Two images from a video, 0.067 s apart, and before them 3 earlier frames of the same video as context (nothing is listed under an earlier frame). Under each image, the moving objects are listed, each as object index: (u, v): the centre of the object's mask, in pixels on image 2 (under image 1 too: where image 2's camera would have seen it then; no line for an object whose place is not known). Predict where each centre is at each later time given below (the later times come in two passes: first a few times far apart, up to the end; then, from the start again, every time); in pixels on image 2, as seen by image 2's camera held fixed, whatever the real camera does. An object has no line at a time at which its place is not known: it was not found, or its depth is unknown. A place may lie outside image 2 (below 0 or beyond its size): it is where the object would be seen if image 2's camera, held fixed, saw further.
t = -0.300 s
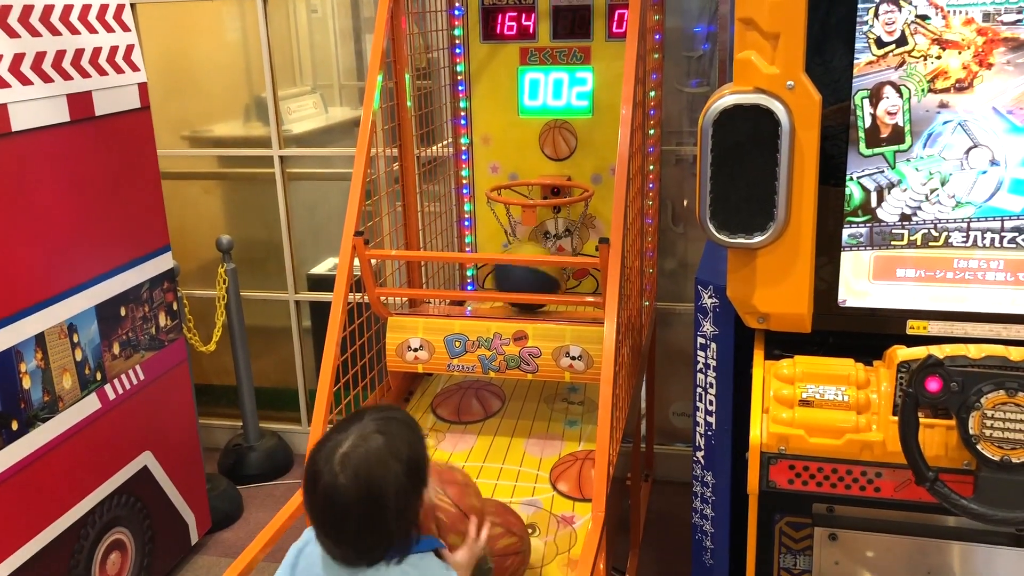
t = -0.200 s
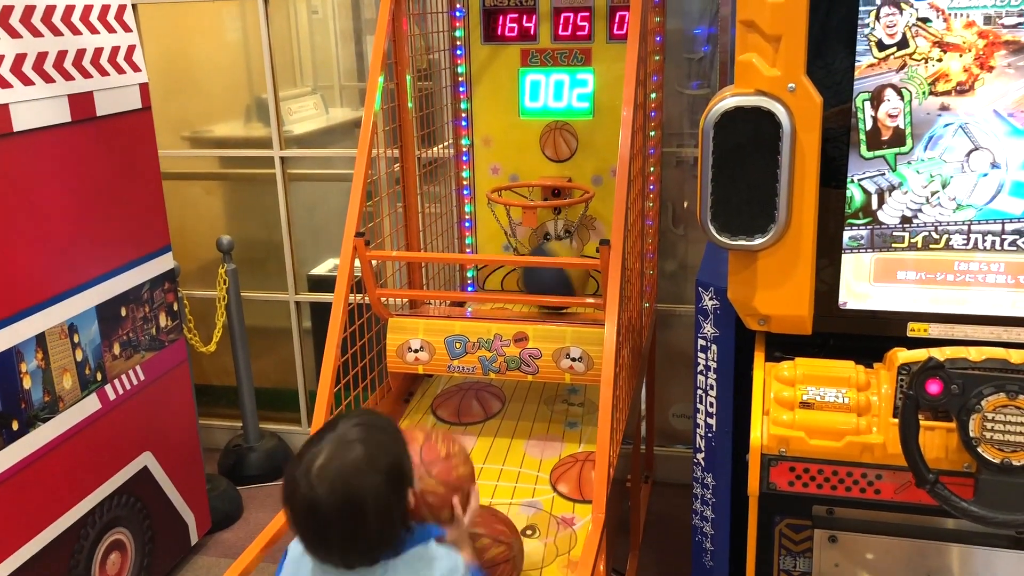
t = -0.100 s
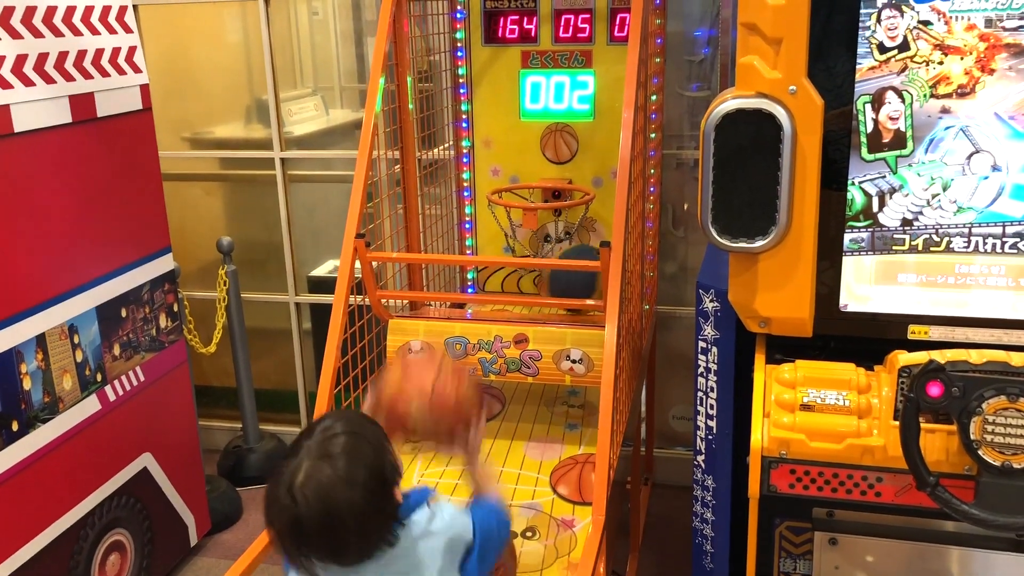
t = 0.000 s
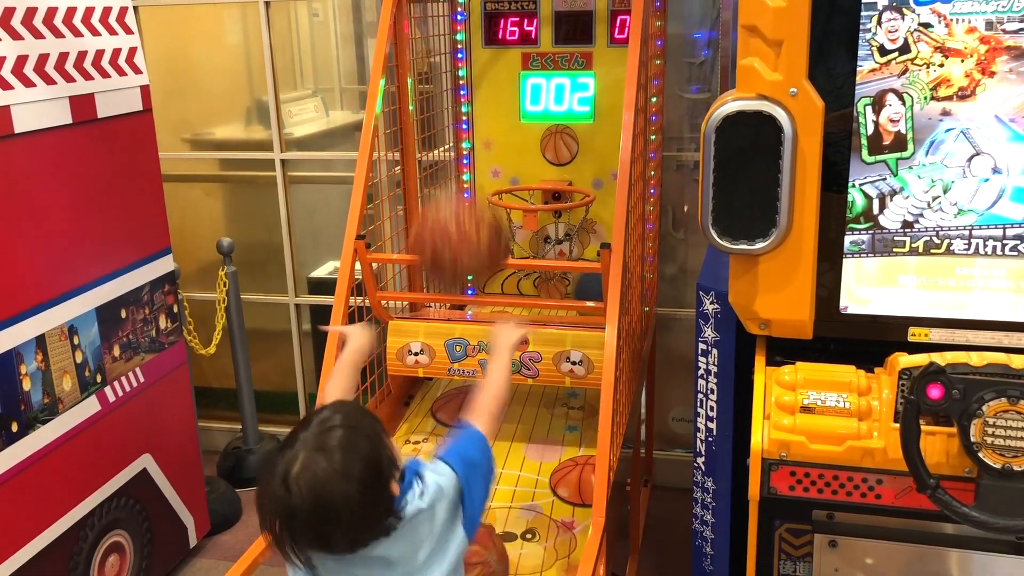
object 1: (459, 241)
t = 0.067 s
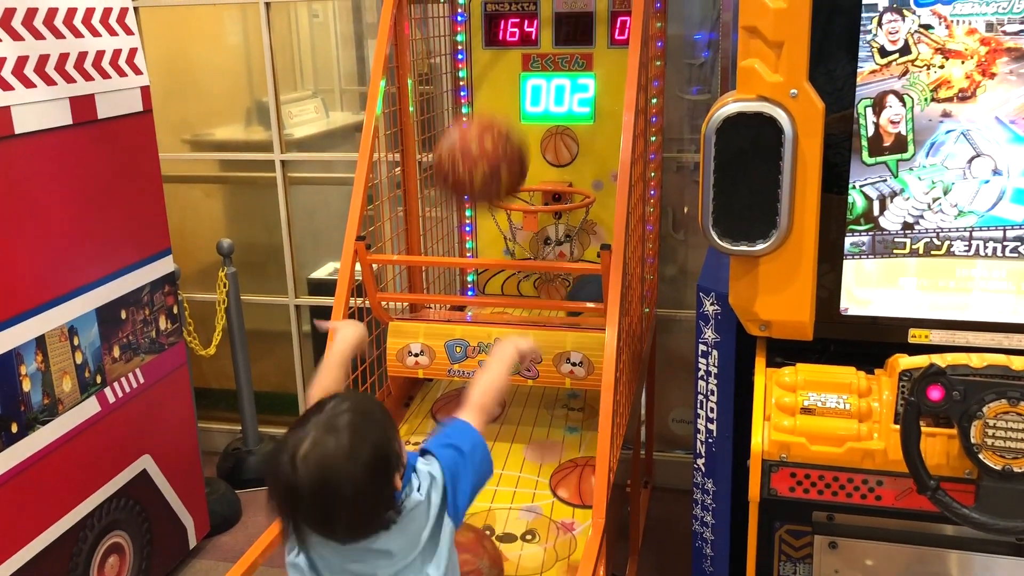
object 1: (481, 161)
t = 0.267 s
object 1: (531, 86)
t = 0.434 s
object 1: (563, 155)
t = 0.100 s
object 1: (490, 132)
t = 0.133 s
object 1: (498, 111)
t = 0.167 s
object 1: (508, 96)
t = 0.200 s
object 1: (516, 87)
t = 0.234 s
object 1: (524, 84)
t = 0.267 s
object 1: (531, 86)
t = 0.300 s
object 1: (538, 92)
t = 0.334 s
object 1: (545, 104)
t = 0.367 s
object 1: (552, 120)
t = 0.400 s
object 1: (558, 137)
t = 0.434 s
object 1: (563, 155)
